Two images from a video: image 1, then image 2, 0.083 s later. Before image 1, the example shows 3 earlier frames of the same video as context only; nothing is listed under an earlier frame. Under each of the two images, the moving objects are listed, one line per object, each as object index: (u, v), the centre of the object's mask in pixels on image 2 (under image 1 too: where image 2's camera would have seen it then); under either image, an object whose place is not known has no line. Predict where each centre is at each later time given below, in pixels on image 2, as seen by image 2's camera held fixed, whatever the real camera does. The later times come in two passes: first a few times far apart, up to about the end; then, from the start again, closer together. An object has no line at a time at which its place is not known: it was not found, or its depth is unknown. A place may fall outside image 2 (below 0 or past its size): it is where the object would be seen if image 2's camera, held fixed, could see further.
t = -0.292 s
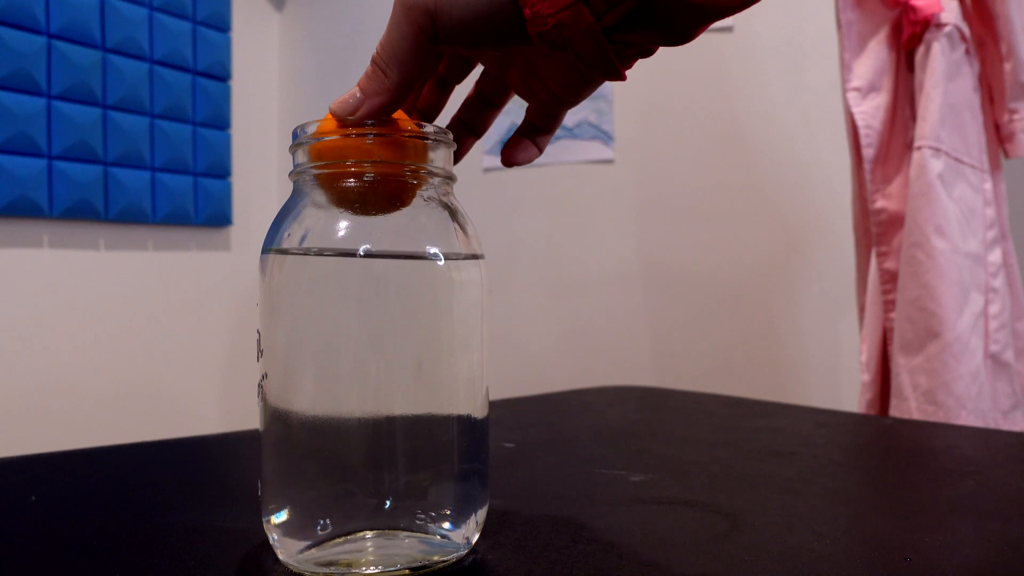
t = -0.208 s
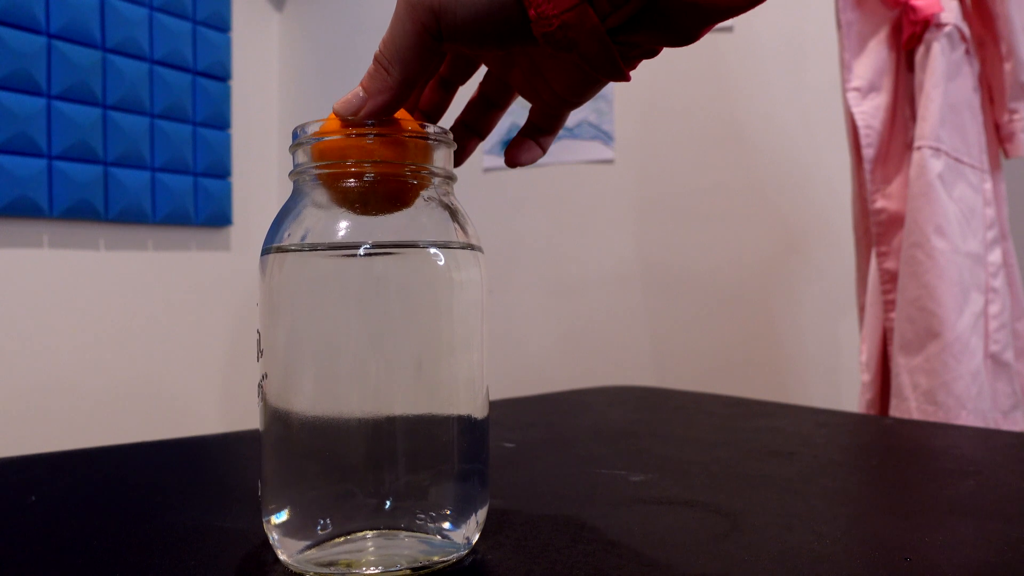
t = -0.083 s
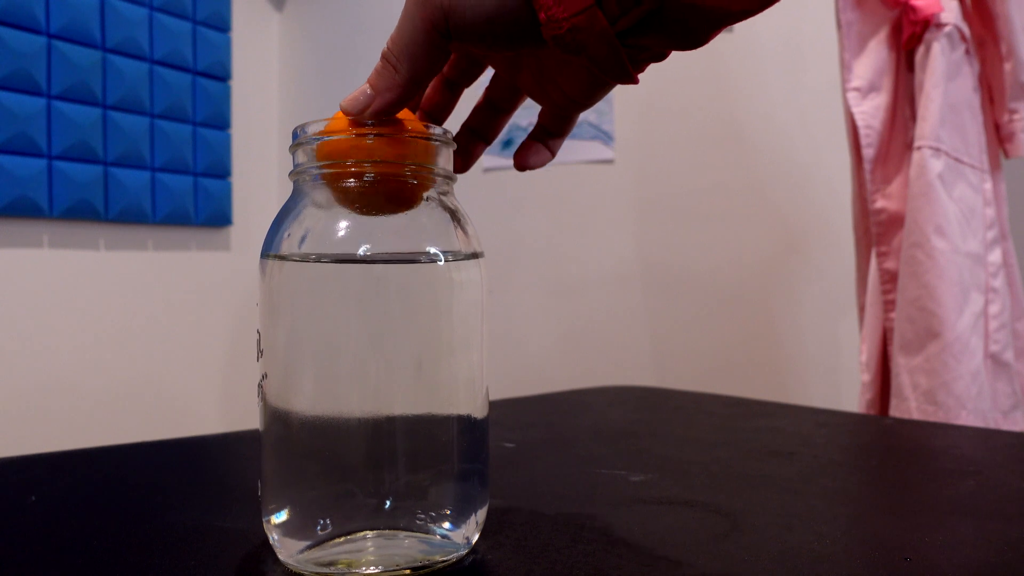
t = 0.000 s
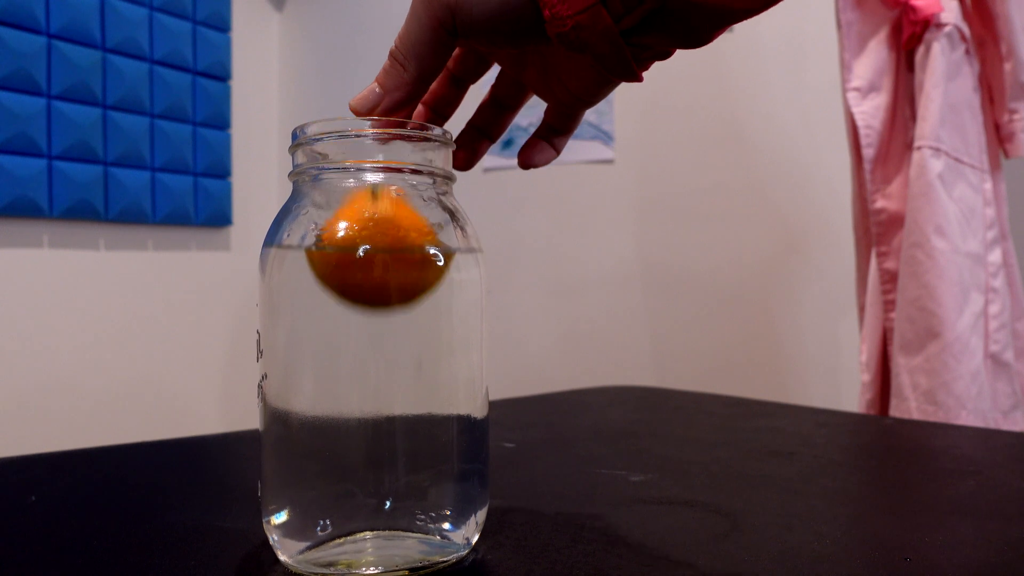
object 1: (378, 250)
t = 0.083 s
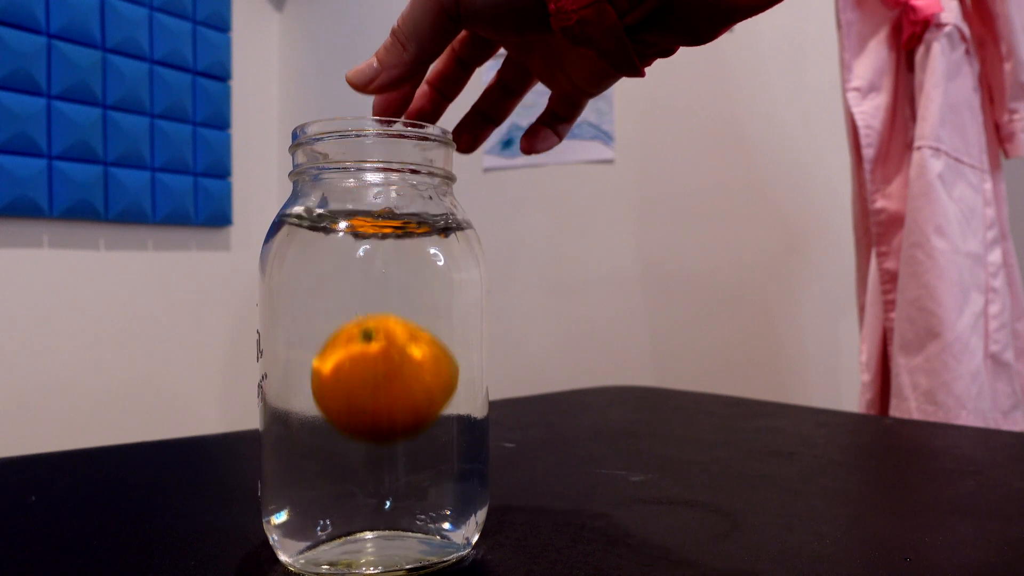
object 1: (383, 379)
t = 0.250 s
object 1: (385, 460)
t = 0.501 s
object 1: (385, 361)
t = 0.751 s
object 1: (391, 268)
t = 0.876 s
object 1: (395, 271)
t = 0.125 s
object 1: (385, 432)
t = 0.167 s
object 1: (387, 478)
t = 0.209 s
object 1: (387, 480)
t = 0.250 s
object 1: (385, 460)
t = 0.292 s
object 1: (384, 443)
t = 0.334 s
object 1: (384, 427)
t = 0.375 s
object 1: (384, 411)
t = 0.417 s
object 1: (384, 395)
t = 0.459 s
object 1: (385, 379)
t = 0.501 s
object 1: (385, 361)
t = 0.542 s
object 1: (385, 344)
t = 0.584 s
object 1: (386, 328)
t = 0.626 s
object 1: (387, 311)
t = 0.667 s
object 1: (389, 293)
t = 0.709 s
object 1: (391, 281)
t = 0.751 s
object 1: (391, 268)
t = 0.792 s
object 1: (391, 261)
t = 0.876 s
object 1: (395, 271)
